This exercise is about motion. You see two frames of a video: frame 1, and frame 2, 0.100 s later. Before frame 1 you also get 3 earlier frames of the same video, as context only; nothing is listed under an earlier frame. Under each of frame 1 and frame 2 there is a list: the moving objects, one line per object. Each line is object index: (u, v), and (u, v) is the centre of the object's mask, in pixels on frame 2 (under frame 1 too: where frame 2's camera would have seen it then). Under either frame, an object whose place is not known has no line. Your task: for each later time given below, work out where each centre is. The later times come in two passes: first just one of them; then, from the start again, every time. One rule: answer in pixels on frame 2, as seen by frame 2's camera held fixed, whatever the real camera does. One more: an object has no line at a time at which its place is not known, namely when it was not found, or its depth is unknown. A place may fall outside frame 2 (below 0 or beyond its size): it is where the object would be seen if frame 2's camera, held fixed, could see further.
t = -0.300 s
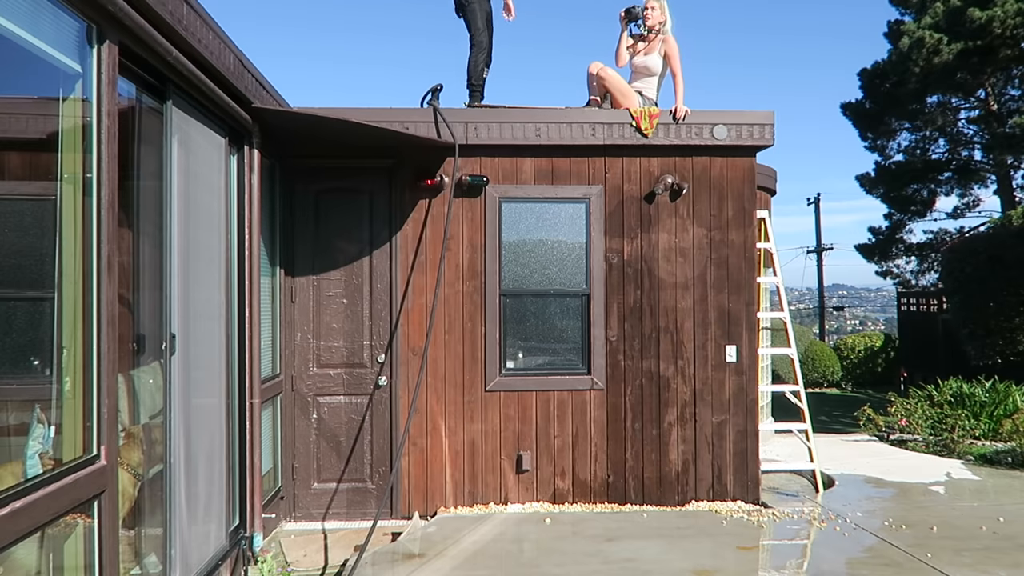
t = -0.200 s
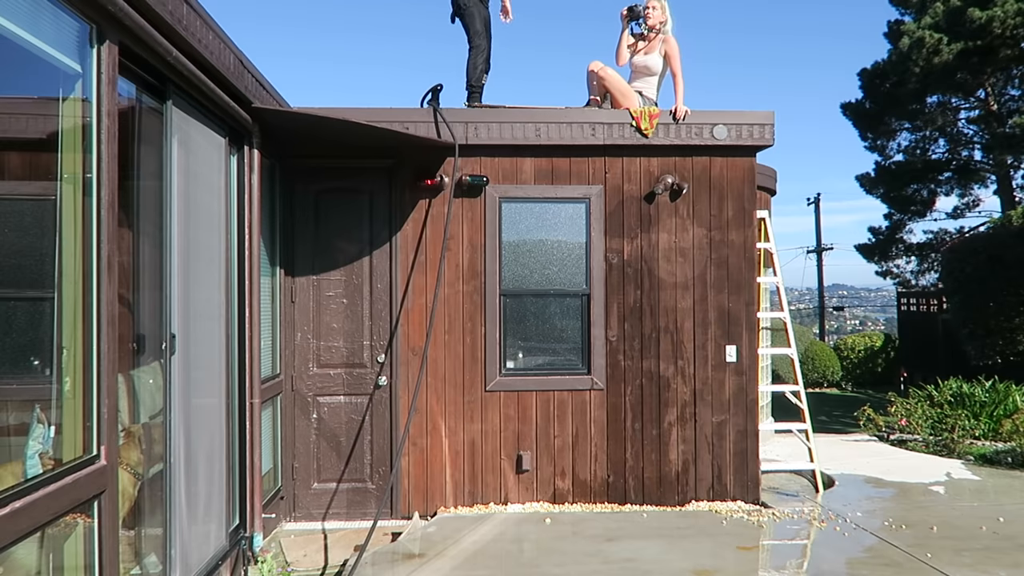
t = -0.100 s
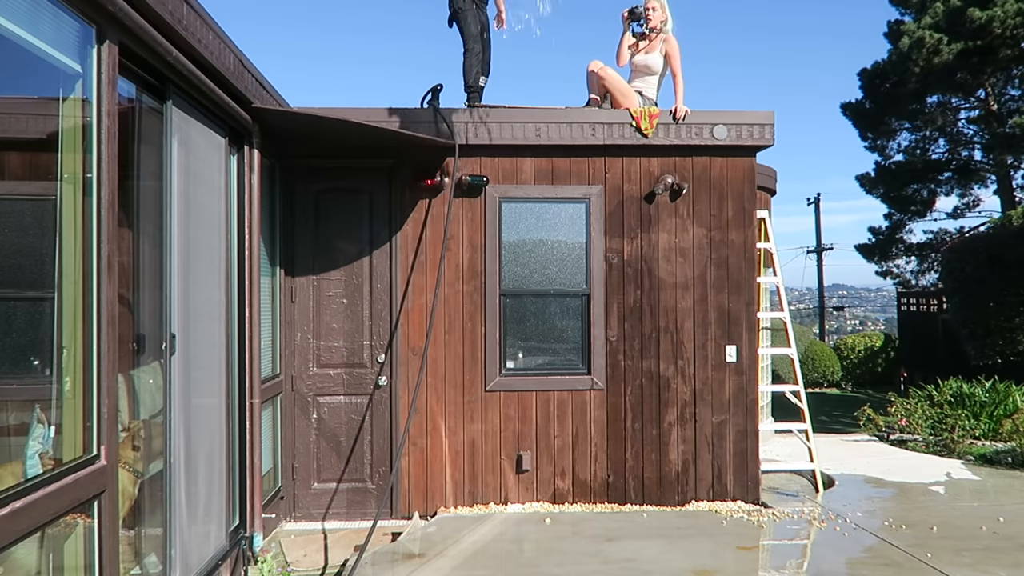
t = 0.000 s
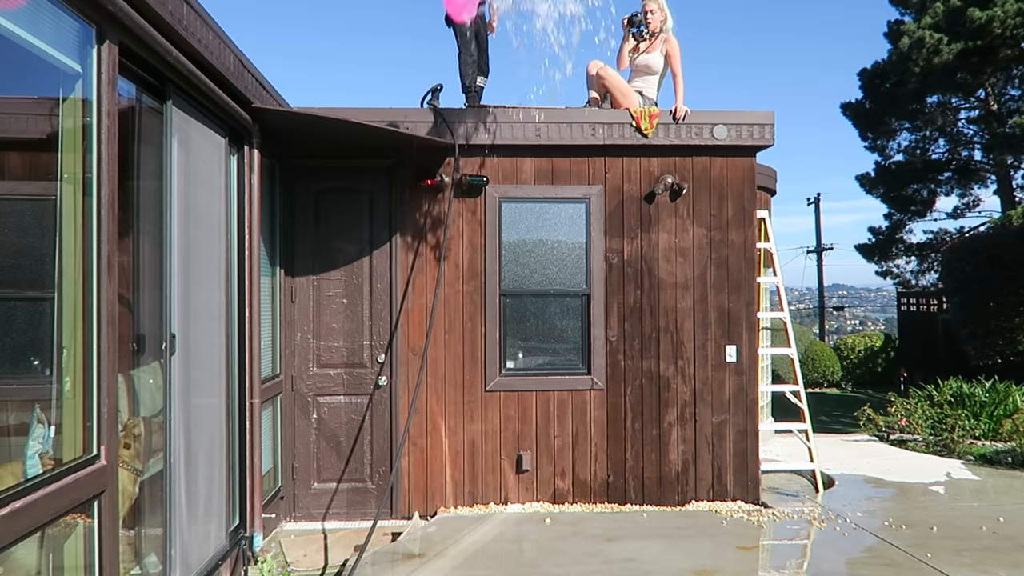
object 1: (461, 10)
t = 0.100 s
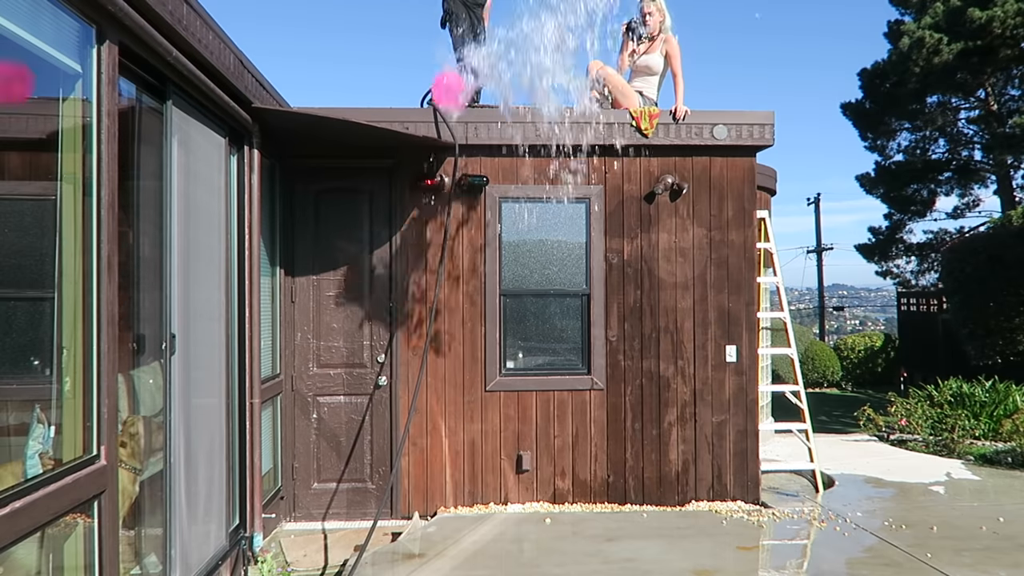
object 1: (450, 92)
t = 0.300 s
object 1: (428, 340)
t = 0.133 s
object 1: (446, 127)
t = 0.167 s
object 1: (439, 161)
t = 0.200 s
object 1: (440, 206)
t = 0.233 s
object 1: (437, 250)
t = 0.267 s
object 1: (430, 294)
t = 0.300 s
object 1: (428, 340)
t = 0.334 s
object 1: (423, 394)
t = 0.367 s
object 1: (418, 454)
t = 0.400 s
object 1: (415, 503)
